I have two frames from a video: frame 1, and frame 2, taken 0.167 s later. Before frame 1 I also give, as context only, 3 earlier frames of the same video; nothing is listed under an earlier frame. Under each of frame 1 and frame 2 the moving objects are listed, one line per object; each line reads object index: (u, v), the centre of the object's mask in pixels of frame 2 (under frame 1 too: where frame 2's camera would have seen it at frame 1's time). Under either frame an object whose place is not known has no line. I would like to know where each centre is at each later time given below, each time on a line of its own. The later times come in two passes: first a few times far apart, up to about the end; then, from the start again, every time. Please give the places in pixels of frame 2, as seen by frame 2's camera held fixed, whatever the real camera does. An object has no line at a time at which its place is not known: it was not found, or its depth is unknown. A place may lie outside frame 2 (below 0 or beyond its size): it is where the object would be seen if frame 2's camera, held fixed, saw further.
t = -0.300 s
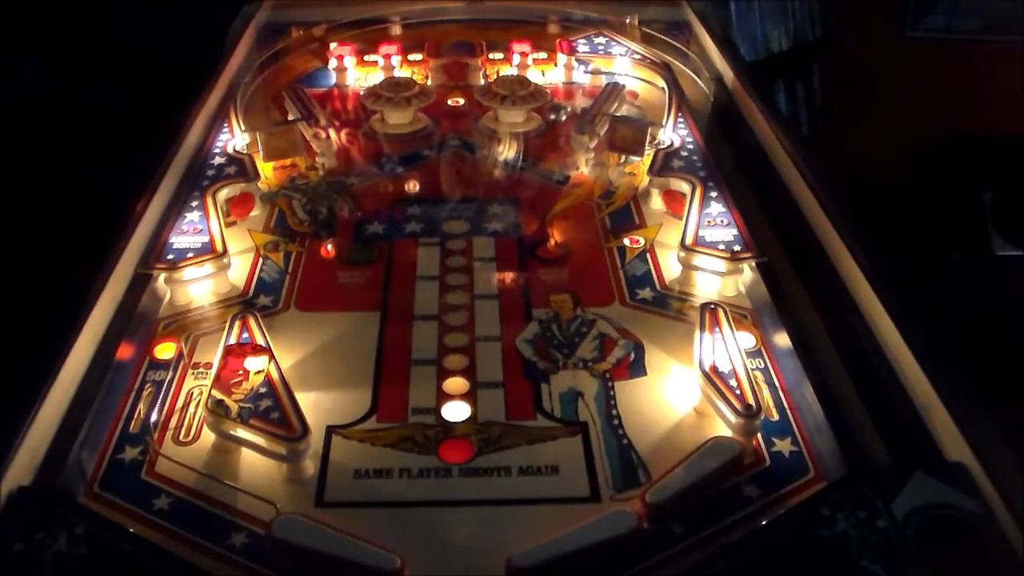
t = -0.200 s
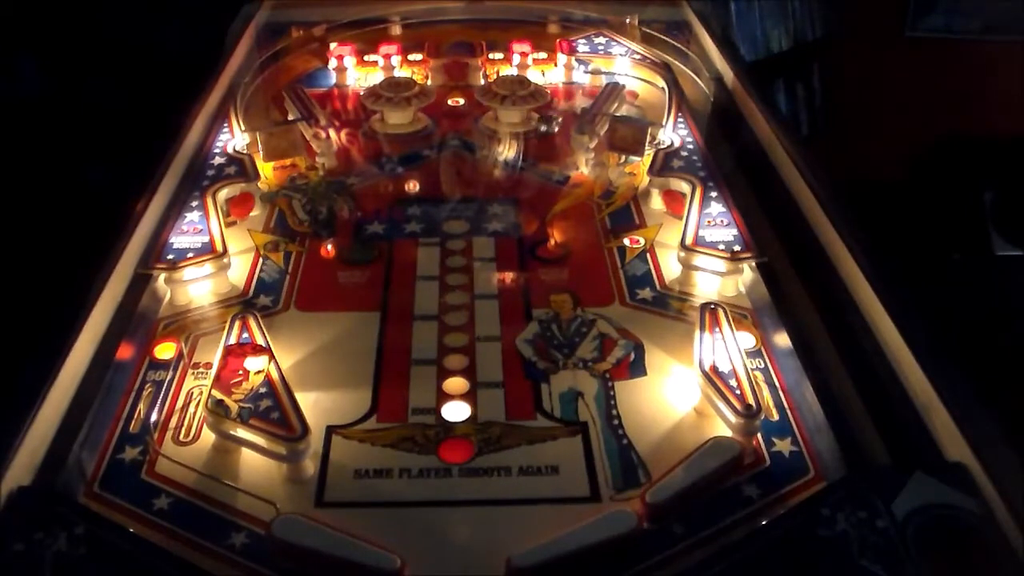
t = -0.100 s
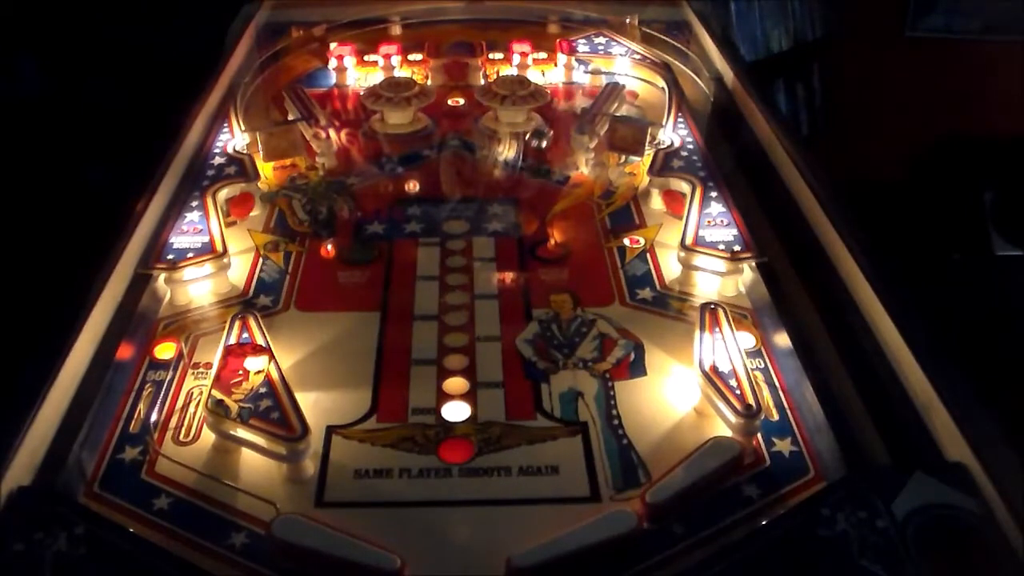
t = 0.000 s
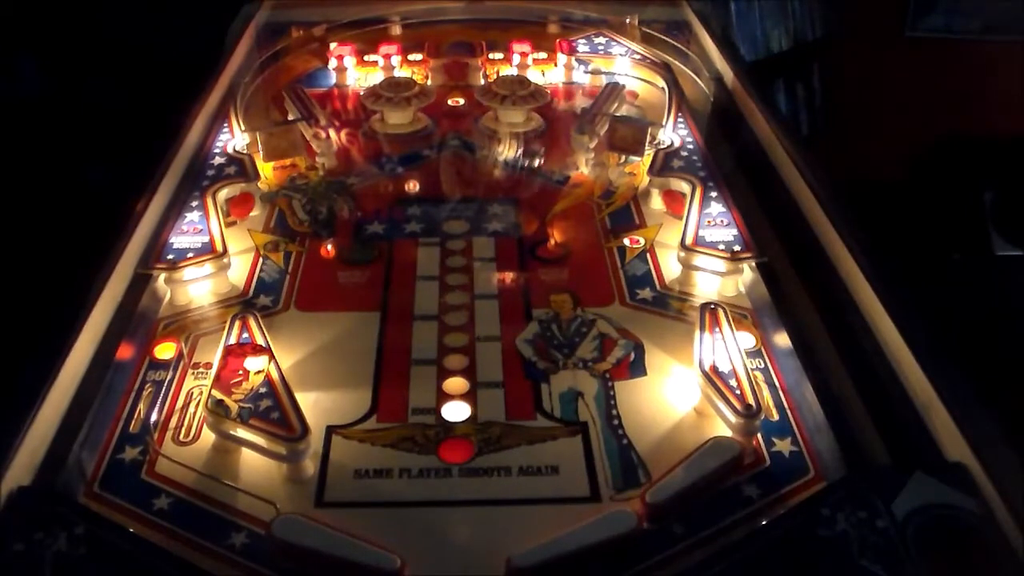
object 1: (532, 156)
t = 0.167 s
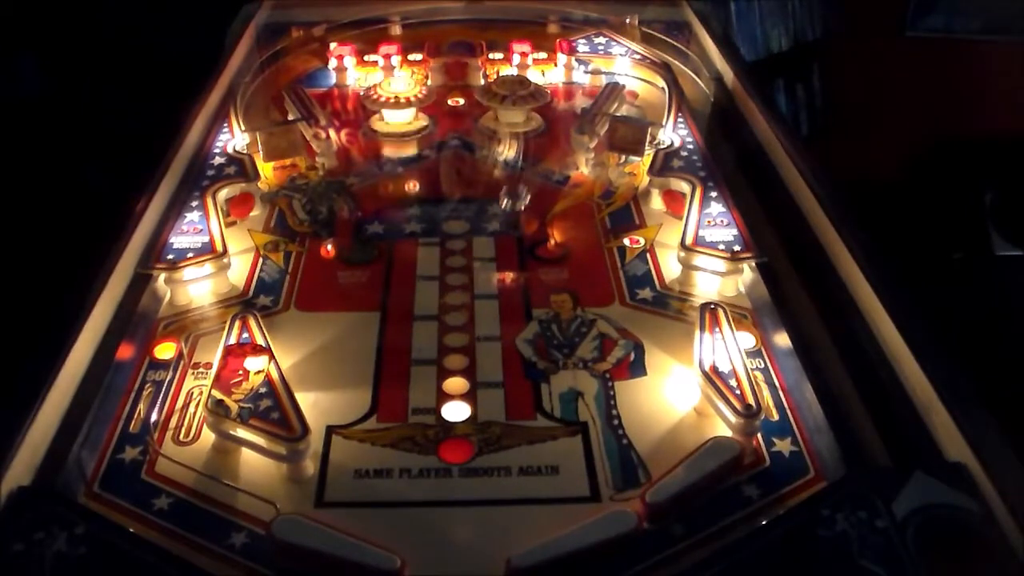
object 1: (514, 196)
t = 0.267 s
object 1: (503, 230)
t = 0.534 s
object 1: (462, 372)
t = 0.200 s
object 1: (510, 209)
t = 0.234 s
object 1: (505, 218)
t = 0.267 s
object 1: (503, 230)
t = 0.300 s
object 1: (499, 244)
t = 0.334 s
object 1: (495, 258)
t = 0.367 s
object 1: (489, 276)
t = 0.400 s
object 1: (485, 291)
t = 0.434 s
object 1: (480, 310)
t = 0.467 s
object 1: (474, 331)
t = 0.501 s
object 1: (467, 352)
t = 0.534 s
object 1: (462, 372)
